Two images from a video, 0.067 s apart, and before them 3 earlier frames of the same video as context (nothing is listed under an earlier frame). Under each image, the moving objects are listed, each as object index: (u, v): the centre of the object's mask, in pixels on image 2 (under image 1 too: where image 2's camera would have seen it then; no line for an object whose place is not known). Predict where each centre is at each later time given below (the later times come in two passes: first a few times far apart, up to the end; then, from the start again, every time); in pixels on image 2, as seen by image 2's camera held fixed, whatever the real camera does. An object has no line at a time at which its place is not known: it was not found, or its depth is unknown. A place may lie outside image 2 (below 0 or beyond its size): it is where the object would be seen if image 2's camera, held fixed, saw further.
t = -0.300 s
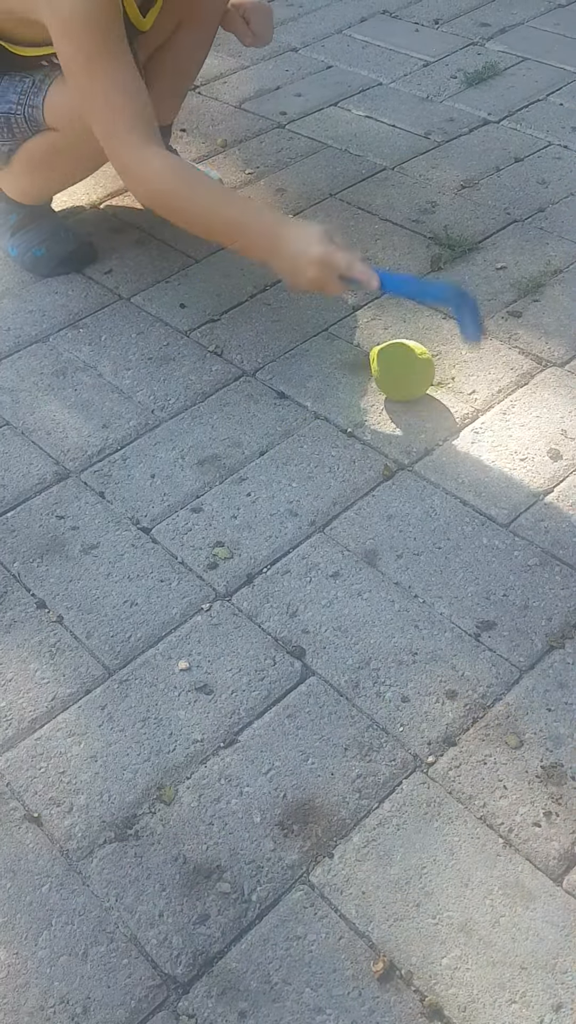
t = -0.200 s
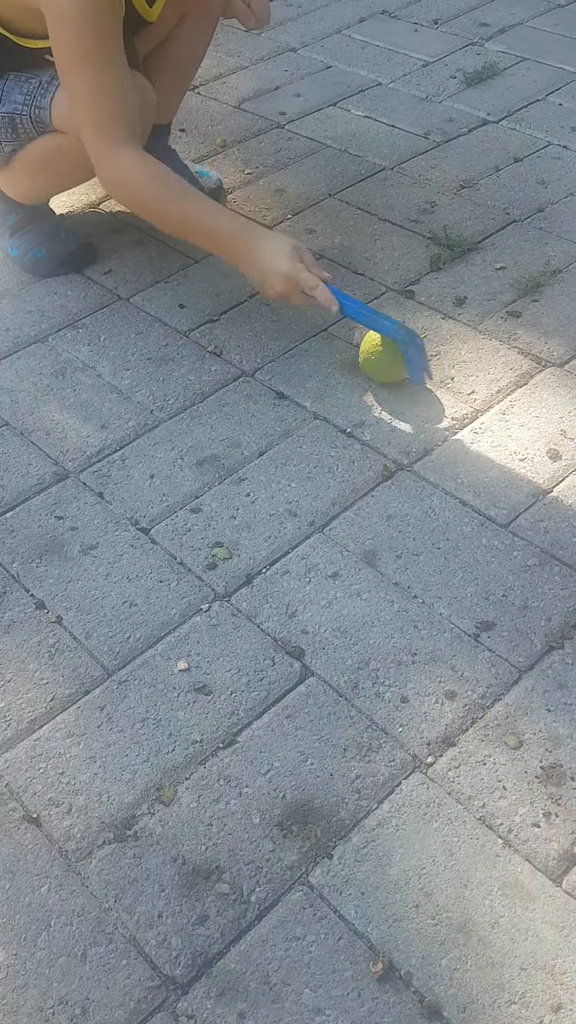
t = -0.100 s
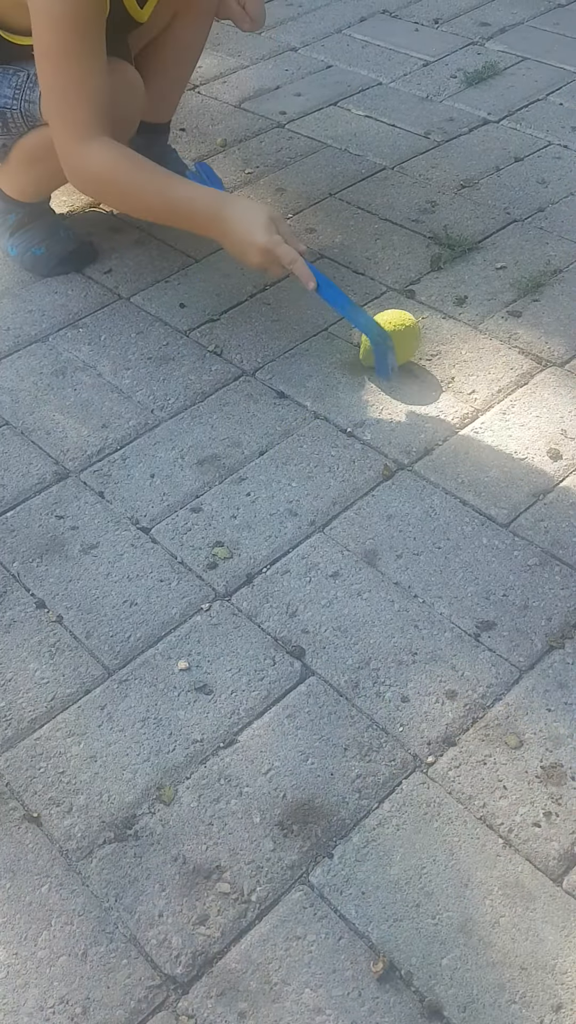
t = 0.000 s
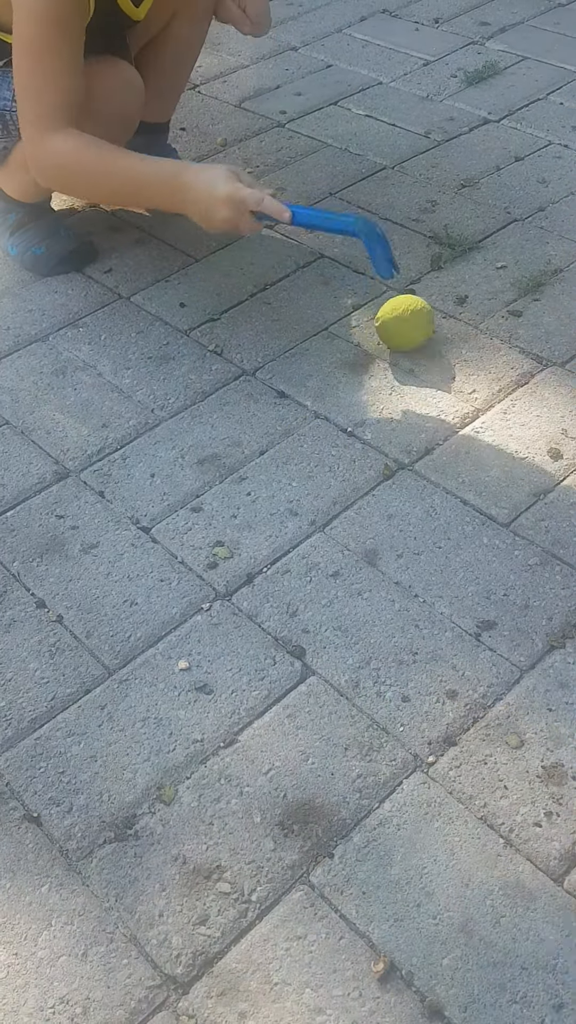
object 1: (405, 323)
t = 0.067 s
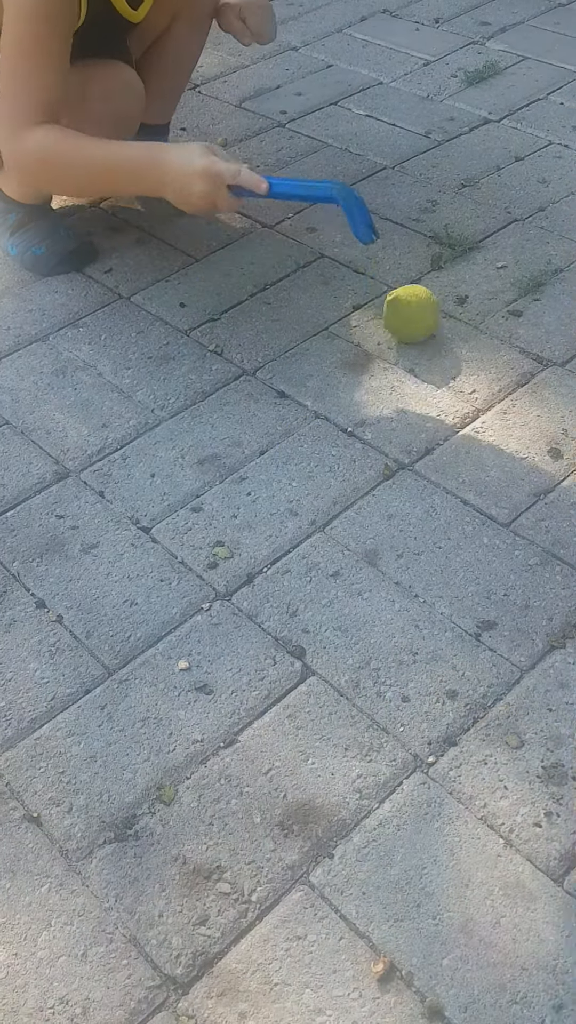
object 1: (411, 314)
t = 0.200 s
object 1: (410, 299)
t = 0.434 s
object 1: (387, 273)
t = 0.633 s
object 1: (392, 255)
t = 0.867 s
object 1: (382, 247)
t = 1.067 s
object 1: (370, 256)
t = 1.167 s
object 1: (372, 258)
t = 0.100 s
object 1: (412, 309)
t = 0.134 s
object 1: (412, 305)
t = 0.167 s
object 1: (412, 302)
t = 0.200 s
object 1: (410, 299)
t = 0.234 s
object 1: (407, 295)
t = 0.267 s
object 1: (404, 291)
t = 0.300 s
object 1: (401, 287)
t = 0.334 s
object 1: (397, 283)
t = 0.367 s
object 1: (394, 280)
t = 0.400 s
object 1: (390, 277)
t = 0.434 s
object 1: (387, 273)
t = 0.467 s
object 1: (386, 269)
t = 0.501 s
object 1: (387, 267)
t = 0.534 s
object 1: (388, 265)
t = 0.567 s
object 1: (390, 261)
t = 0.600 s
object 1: (391, 257)
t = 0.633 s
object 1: (392, 255)
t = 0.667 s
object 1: (391, 252)
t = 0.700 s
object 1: (391, 249)
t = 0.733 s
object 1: (391, 247)
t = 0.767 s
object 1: (388, 246)
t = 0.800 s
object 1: (387, 245)
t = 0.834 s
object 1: (384, 246)
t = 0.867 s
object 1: (382, 247)
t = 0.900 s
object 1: (380, 247)
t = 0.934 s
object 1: (378, 248)
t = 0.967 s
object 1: (376, 250)
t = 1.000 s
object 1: (373, 252)
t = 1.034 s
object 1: (371, 255)
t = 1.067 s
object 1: (370, 256)
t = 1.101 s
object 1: (370, 257)
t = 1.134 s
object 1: (370, 258)
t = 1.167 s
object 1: (372, 258)
